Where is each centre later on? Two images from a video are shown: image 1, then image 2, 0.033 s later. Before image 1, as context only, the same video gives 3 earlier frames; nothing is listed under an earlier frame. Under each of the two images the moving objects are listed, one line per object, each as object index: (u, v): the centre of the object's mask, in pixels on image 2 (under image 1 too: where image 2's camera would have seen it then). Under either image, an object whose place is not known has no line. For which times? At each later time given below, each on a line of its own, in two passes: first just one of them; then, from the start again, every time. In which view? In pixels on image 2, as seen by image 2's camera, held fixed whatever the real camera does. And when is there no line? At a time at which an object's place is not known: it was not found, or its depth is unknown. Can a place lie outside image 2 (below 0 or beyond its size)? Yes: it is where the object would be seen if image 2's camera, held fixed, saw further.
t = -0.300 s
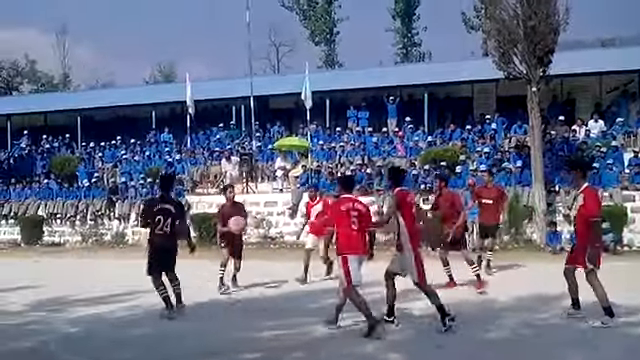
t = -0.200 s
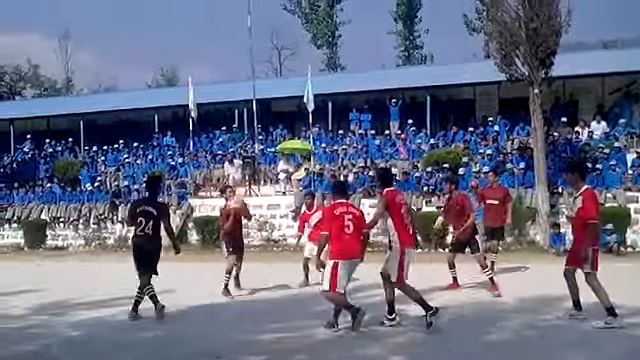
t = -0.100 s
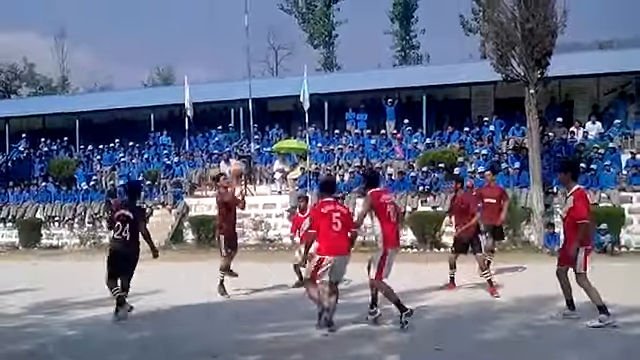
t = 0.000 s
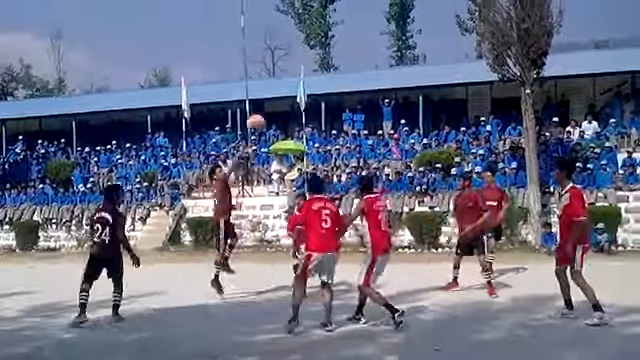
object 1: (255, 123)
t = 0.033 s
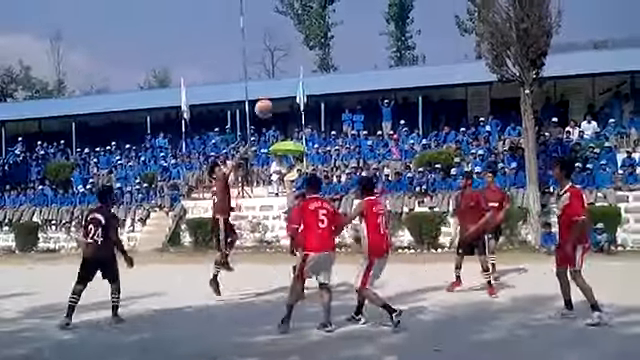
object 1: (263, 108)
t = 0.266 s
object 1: (336, 11)
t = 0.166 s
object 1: (301, 53)
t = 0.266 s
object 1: (336, 11)
